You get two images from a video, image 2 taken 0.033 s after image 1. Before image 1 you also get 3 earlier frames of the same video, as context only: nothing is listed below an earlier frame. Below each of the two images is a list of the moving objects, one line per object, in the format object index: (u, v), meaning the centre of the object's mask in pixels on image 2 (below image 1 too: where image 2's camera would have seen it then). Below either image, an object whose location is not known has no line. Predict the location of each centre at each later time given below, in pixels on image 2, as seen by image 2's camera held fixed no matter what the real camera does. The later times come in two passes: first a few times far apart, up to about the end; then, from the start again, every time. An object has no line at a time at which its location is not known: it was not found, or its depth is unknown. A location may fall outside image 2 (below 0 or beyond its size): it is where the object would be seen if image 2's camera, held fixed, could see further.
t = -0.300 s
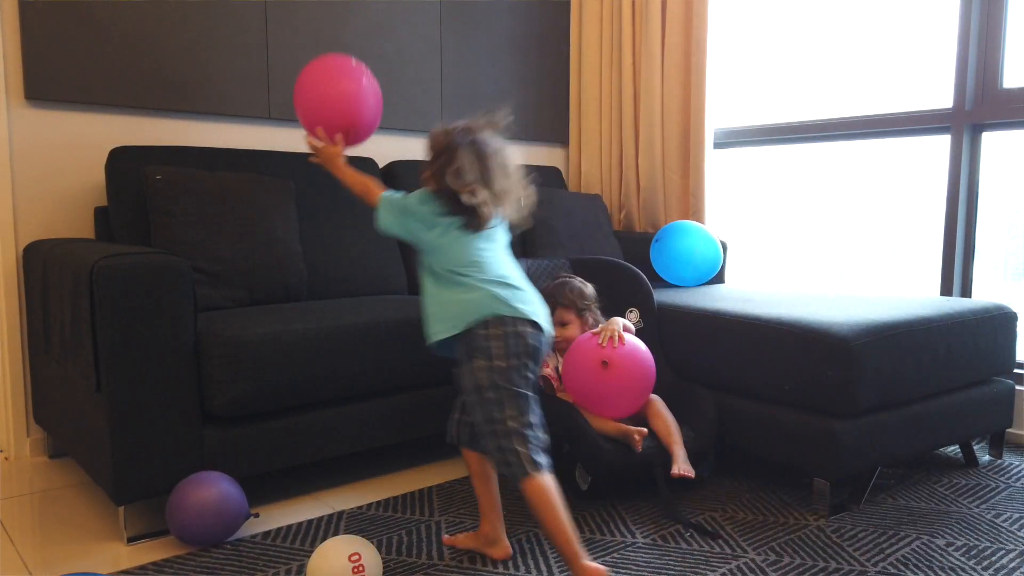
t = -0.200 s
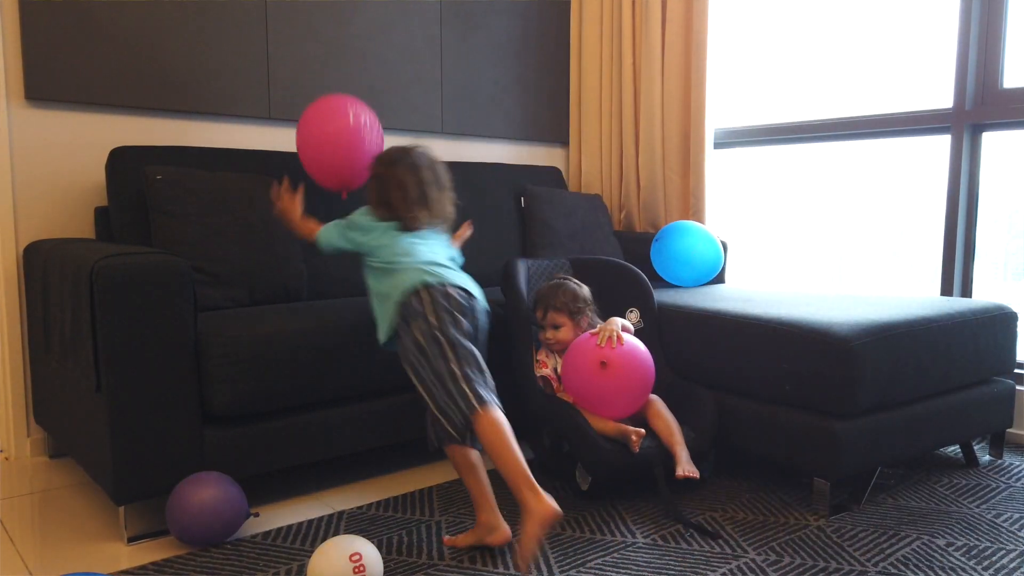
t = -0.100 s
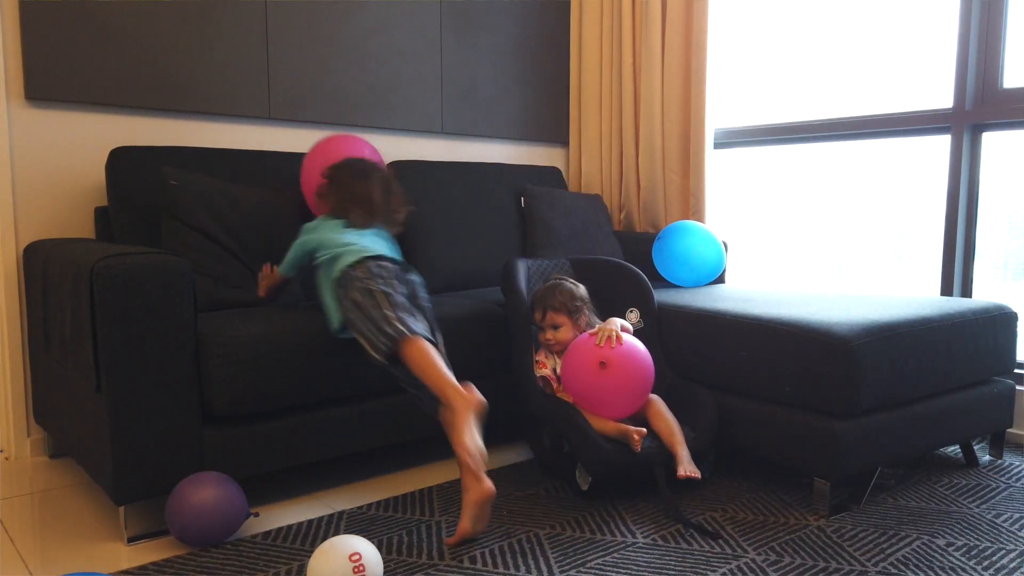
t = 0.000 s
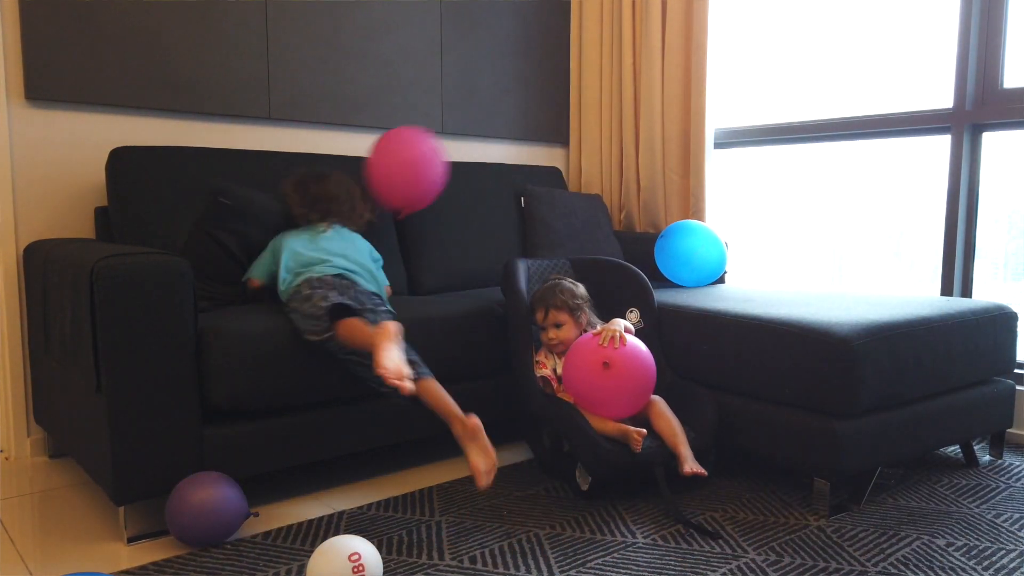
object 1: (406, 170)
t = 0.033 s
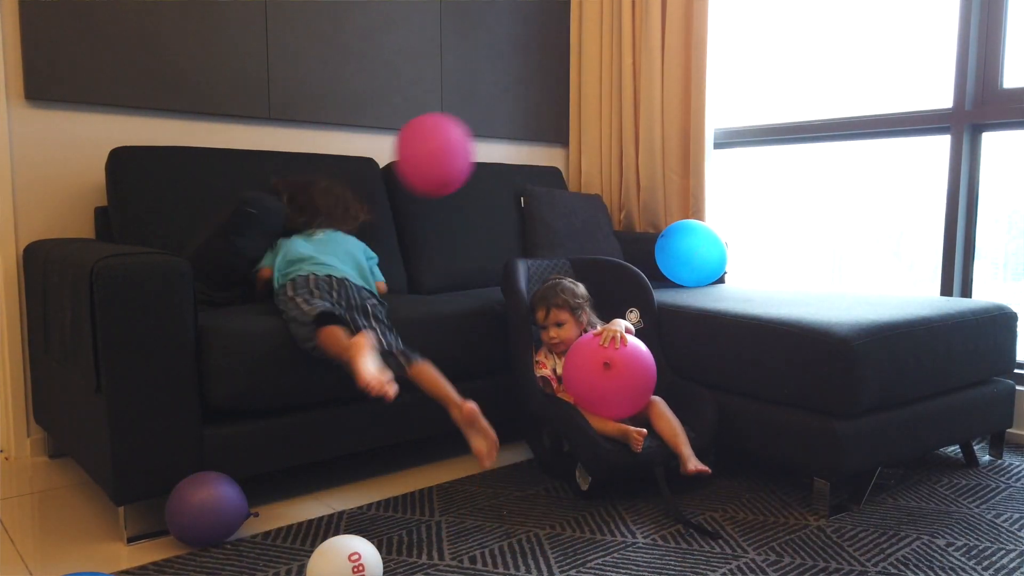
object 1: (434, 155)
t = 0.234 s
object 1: (574, 87)
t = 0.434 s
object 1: (669, 58)
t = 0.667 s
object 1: (725, 65)
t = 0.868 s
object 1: (767, 88)
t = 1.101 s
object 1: (784, 58)
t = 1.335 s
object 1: (796, 39)
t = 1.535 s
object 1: (804, 45)
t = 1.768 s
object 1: (808, 77)
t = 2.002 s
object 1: (807, 134)
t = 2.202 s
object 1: (806, 201)
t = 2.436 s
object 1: (807, 231)
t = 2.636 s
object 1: (806, 200)
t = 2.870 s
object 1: (803, 190)
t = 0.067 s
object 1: (460, 141)
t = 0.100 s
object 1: (485, 128)
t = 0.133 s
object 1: (510, 116)
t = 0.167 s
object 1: (532, 106)
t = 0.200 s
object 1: (553, 96)
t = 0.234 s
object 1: (574, 87)
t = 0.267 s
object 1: (594, 79)
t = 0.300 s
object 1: (613, 73)
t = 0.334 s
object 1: (630, 68)
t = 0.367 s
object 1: (644, 64)
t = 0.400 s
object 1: (658, 61)
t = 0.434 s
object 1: (669, 58)
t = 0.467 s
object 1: (678, 57)
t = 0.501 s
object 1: (688, 57)
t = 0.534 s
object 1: (696, 57)
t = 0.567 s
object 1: (703, 59)
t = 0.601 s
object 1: (710, 61)
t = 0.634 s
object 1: (717, 63)
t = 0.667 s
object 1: (725, 65)
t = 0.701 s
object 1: (733, 67)
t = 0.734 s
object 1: (741, 70)
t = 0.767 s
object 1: (748, 74)
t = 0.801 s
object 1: (755, 78)
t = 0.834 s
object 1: (761, 83)
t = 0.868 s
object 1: (767, 88)
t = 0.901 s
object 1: (772, 93)
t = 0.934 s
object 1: (774, 87)
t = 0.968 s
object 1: (776, 80)
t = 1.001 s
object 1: (778, 74)
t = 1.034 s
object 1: (780, 68)
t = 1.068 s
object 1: (782, 62)
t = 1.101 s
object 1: (784, 58)
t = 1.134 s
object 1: (786, 53)
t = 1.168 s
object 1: (788, 50)
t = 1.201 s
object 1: (790, 46)
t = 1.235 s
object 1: (791, 44)
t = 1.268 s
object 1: (793, 41)
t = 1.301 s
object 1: (795, 40)
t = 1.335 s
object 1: (796, 39)
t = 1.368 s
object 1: (798, 39)
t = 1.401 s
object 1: (799, 39)
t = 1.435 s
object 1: (801, 39)
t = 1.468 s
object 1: (802, 41)
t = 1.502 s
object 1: (803, 43)
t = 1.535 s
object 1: (804, 45)
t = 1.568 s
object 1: (805, 48)
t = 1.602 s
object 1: (806, 51)
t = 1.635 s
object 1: (806, 55)
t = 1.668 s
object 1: (807, 60)
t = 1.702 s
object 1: (807, 65)
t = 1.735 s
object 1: (808, 71)
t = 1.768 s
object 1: (808, 77)
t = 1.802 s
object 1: (808, 84)
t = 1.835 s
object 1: (808, 92)
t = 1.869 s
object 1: (808, 100)
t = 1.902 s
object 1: (808, 107)
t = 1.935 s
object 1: (807, 116)
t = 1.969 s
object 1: (807, 125)
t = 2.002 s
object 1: (807, 134)
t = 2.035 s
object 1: (807, 144)
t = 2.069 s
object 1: (806, 154)
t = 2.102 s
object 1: (806, 163)
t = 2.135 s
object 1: (806, 174)
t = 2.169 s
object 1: (806, 189)
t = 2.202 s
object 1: (806, 201)
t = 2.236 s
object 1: (806, 213)
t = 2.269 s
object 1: (806, 225)
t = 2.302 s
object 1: (806, 237)
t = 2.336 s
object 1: (806, 248)
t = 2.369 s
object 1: (807, 246)
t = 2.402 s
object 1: (807, 238)
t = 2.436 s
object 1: (807, 231)
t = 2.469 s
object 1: (807, 224)
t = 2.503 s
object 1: (807, 218)
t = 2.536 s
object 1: (807, 212)
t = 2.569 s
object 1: (806, 208)
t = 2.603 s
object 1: (806, 203)
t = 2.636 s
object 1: (806, 200)
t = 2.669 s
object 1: (805, 197)
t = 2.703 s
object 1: (805, 194)
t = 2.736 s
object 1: (804, 192)
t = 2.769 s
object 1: (804, 190)
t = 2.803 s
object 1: (804, 189)
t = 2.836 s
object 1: (803, 189)
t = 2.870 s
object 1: (803, 190)
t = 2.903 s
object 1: (802, 191)
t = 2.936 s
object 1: (802, 193)
